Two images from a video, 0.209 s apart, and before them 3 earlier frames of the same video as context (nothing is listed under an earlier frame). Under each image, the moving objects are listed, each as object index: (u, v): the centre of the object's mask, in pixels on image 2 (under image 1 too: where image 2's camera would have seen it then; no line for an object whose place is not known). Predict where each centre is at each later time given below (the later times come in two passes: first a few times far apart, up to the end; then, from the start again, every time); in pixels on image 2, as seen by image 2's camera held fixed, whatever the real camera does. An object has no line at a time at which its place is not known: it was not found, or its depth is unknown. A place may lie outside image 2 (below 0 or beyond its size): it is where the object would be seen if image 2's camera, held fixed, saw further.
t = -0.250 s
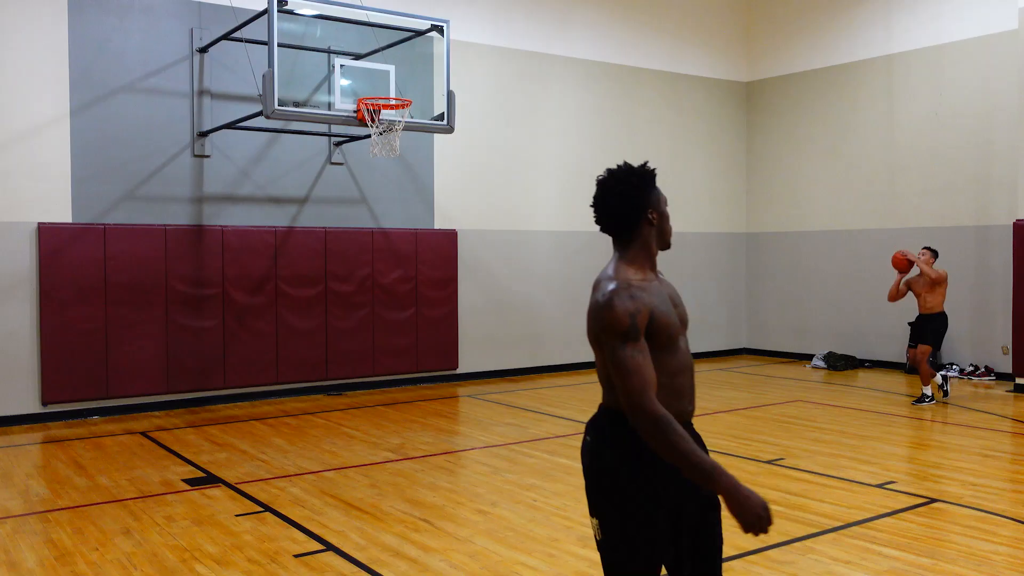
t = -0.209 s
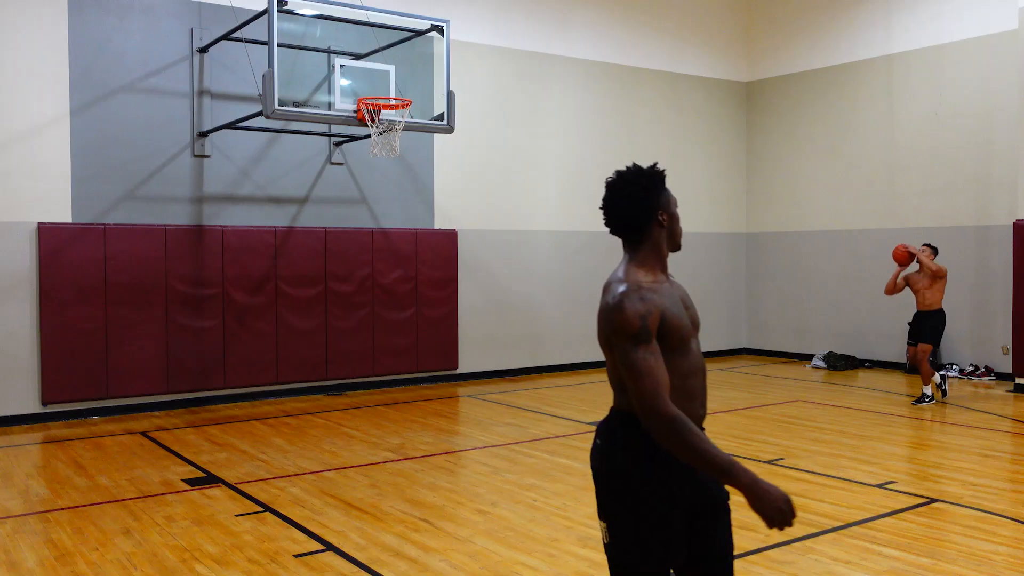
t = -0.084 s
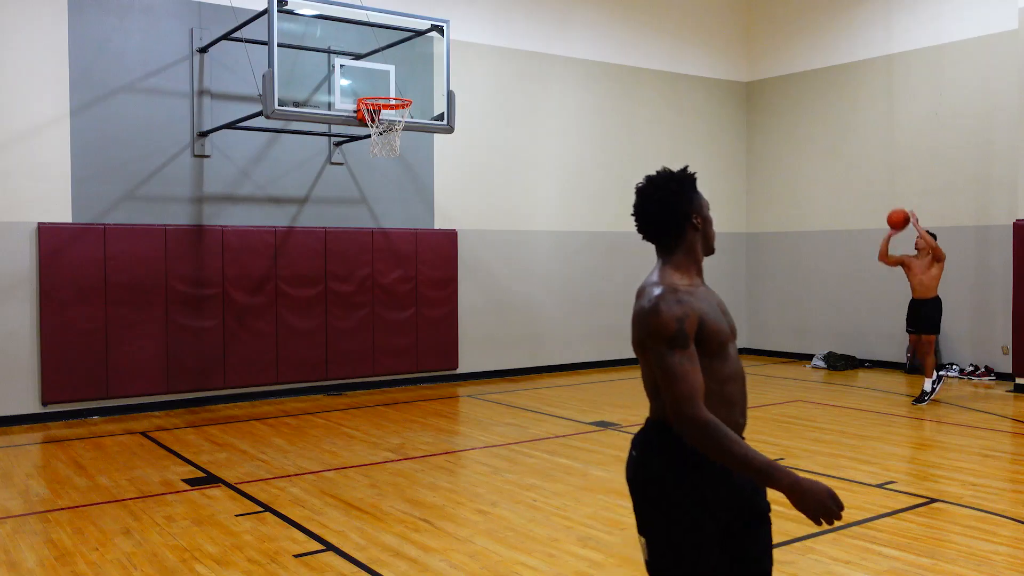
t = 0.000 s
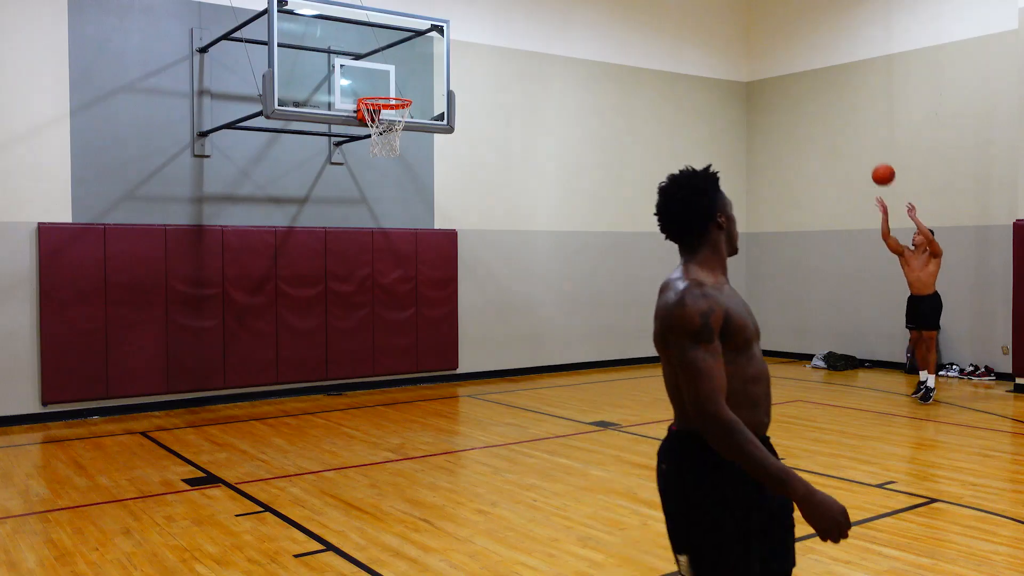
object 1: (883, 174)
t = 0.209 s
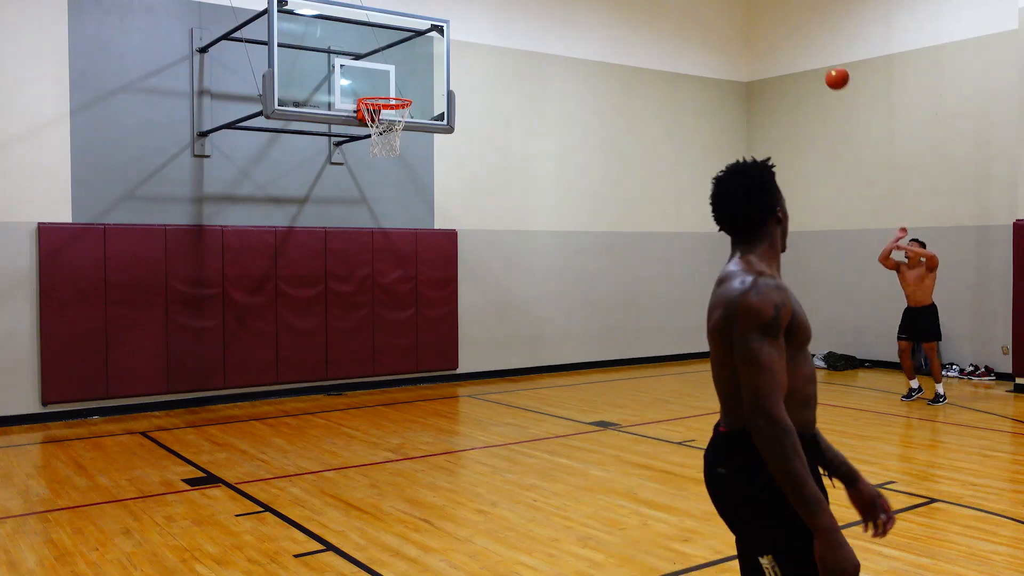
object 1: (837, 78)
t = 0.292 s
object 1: (818, 49)
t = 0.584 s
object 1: (748, 4)
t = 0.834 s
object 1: (685, 18)
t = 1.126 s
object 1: (607, 128)
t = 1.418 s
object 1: (525, 341)
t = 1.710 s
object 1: (480, 315)
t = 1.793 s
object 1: (473, 277)
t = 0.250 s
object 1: (827, 63)
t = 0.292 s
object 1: (818, 49)
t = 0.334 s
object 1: (808, 37)
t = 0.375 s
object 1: (798, 26)
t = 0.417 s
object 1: (788, 17)
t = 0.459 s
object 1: (779, 11)
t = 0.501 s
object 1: (768, 7)
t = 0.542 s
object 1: (758, 5)
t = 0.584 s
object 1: (748, 4)
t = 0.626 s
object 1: (738, 4)
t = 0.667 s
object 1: (728, 4)
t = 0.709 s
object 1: (717, 5)
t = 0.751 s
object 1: (707, 7)
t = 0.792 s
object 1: (696, 11)
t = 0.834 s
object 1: (685, 18)
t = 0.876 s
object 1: (674, 28)
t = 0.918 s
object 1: (663, 40)
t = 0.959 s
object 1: (652, 53)
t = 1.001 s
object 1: (641, 69)
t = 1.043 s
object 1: (629, 87)
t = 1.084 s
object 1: (618, 107)
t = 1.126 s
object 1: (607, 128)
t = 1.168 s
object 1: (595, 152)
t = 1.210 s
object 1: (584, 178)
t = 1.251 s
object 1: (572, 206)
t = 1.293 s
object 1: (560, 237)
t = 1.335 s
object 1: (548, 269)
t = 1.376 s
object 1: (537, 304)
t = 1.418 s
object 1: (525, 341)
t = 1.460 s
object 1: (513, 381)
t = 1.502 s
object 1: (501, 423)
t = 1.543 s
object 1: (495, 411)
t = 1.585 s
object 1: (491, 384)
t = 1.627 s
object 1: (488, 359)
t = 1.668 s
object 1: (484, 336)
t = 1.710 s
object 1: (480, 315)
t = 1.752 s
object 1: (476, 295)
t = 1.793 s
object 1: (473, 277)
